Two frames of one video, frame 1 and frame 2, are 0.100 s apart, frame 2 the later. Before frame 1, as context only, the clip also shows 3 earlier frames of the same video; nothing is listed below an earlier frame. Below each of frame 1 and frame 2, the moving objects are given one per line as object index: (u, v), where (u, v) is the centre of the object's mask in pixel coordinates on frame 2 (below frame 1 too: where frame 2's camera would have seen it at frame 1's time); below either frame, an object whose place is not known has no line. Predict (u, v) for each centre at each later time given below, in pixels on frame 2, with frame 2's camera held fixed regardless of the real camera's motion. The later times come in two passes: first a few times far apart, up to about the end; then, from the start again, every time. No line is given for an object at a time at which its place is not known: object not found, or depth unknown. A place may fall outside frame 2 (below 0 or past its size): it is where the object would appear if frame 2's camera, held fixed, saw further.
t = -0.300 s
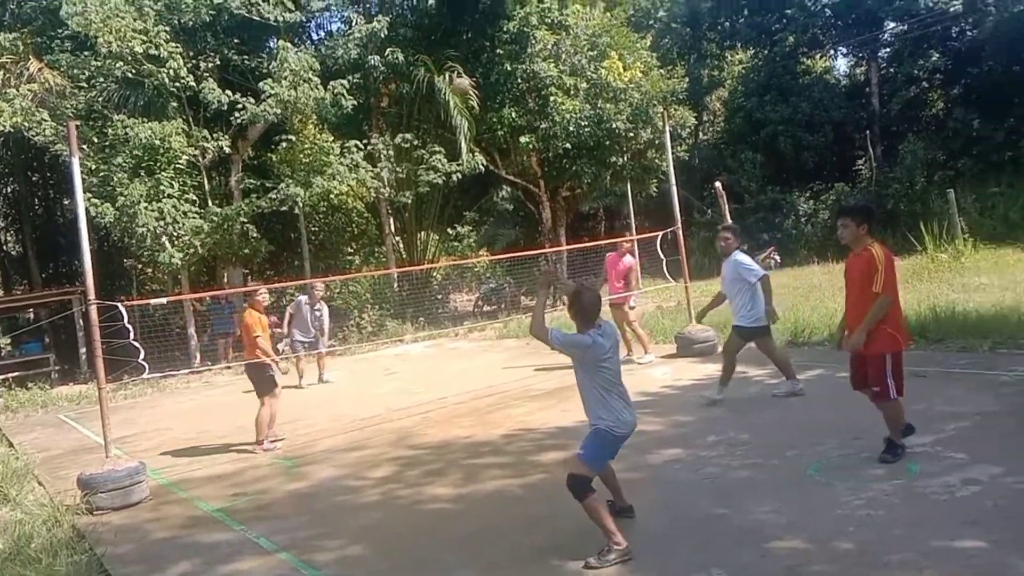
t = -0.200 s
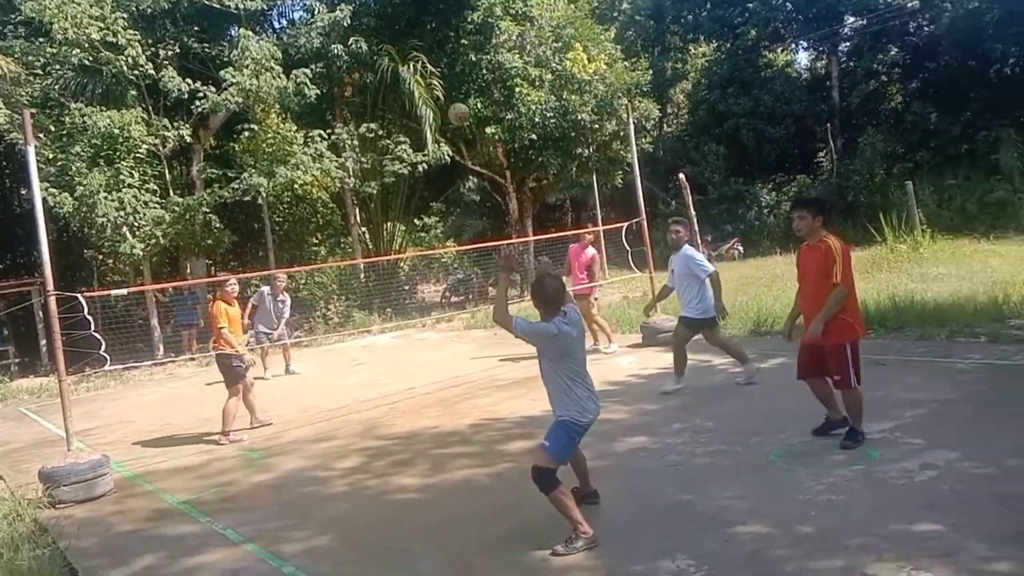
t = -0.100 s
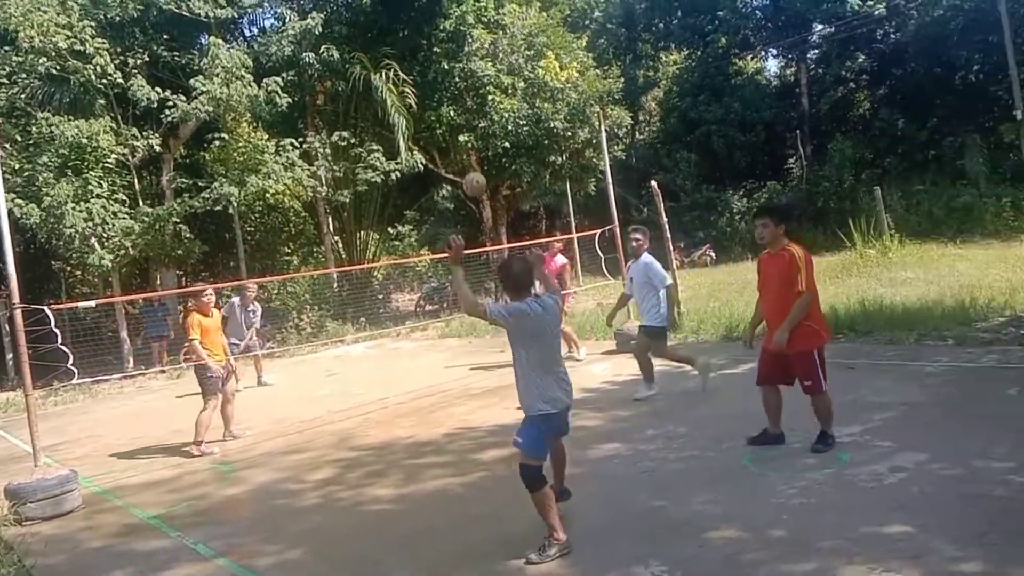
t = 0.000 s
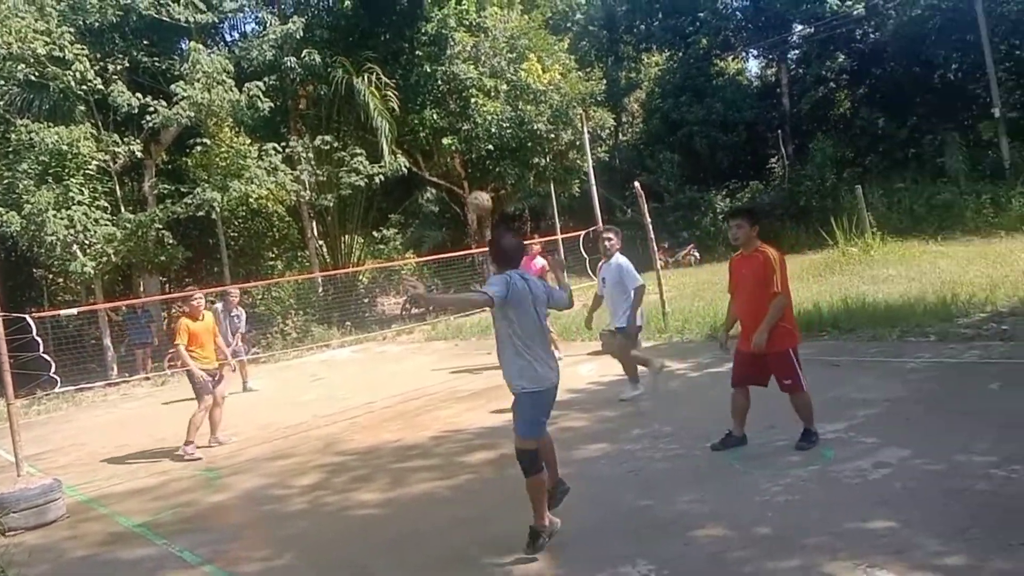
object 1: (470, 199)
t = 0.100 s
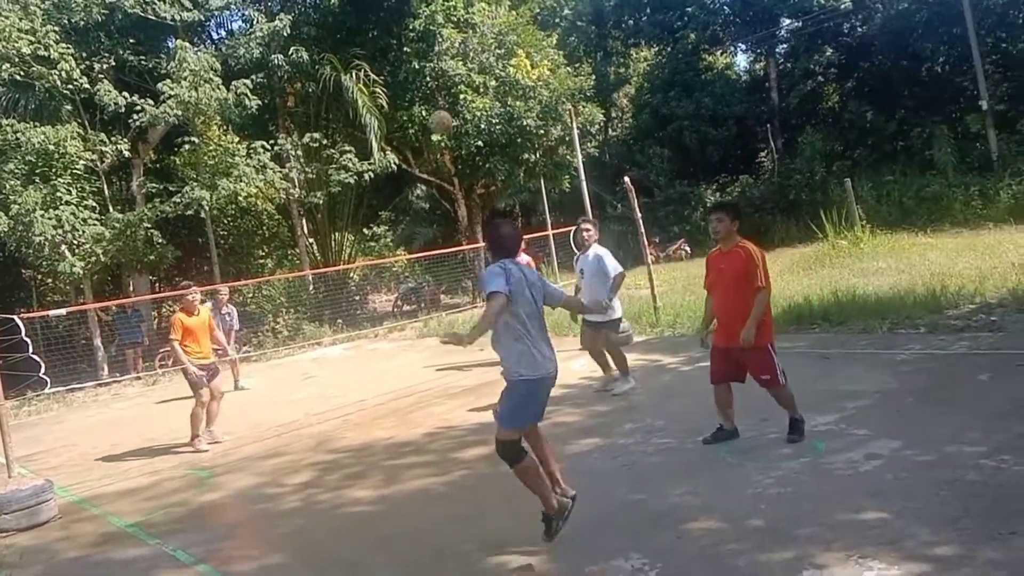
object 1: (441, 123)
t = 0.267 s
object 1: (405, 47)
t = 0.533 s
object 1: (375, 35)
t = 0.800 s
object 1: (367, 120)
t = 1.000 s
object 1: (372, 224)
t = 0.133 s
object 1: (433, 102)
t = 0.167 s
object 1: (425, 85)
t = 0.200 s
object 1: (417, 69)
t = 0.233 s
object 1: (410, 57)
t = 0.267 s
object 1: (405, 47)
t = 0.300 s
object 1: (400, 39)
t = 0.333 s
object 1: (394, 33)
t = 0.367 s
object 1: (390, 30)
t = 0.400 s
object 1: (386, 28)
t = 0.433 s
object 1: (383, 27)
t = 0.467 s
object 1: (379, 28)
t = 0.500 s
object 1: (377, 31)
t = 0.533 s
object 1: (375, 35)
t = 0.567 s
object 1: (372, 41)
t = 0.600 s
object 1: (371, 48)
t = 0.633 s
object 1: (369, 56)
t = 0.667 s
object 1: (368, 67)
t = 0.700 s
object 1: (368, 78)
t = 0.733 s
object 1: (368, 91)
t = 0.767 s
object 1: (367, 105)
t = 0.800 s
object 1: (367, 120)
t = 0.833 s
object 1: (367, 135)
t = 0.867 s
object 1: (368, 151)
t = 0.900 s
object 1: (369, 168)
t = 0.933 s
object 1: (369, 186)
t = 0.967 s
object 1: (371, 205)
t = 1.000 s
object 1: (372, 224)
